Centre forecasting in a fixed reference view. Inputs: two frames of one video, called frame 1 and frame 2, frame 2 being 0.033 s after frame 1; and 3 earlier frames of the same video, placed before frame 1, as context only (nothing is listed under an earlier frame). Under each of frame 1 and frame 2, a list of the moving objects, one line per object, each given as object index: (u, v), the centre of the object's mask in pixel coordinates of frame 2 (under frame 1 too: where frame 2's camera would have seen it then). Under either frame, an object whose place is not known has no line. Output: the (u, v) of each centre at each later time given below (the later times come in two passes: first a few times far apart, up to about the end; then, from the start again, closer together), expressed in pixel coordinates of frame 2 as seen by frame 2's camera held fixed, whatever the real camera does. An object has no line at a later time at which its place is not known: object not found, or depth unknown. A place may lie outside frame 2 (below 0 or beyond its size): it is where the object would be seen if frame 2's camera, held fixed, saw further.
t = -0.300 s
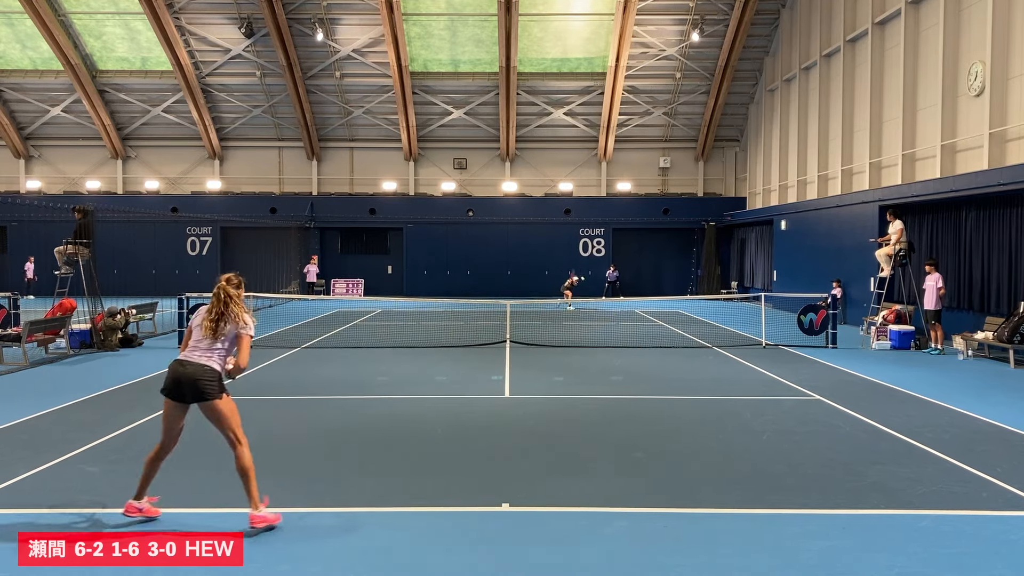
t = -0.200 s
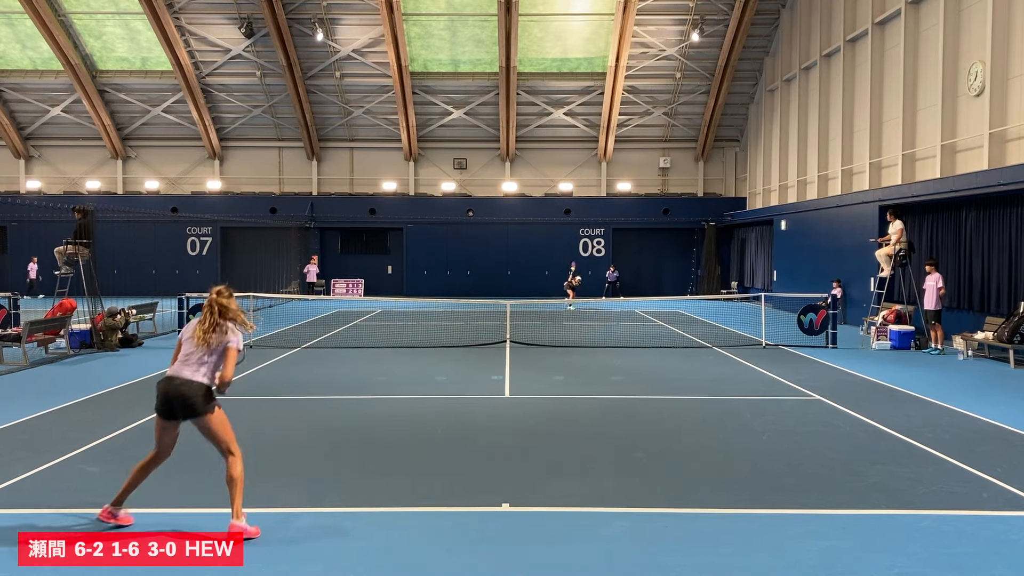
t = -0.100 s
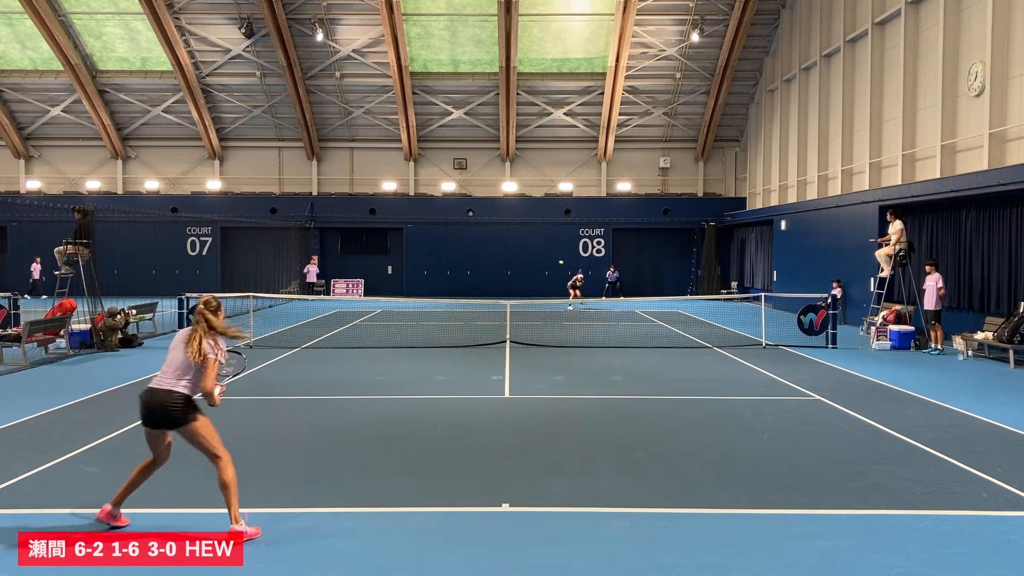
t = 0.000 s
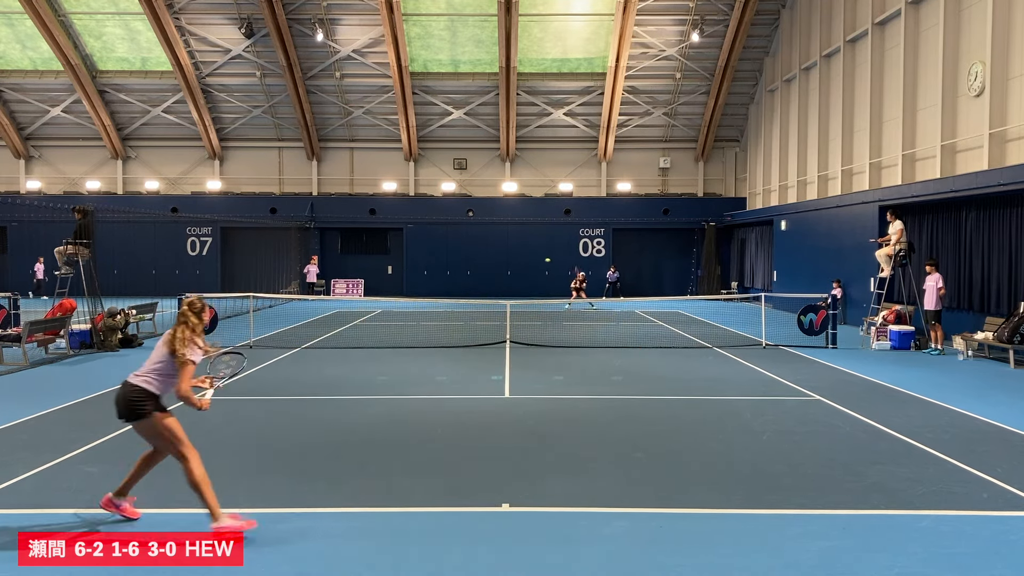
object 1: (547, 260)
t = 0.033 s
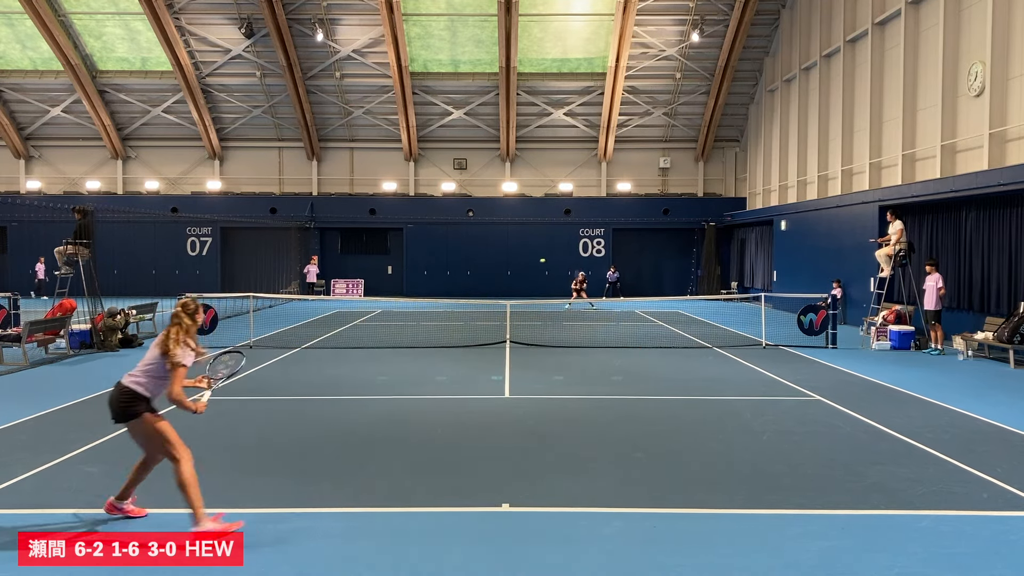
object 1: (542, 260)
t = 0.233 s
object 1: (505, 279)
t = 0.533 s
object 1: (403, 406)
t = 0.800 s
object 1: (267, 403)
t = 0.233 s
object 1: (505, 279)
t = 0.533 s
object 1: (403, 406)
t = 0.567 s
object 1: (386, 435)
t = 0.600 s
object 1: (369, 445)
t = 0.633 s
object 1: (356, 435)
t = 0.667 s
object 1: (341, 427)
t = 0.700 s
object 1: (324, 419)
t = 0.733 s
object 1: (307, 413)
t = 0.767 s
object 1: (288, 407)
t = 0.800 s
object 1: (267, 403)
